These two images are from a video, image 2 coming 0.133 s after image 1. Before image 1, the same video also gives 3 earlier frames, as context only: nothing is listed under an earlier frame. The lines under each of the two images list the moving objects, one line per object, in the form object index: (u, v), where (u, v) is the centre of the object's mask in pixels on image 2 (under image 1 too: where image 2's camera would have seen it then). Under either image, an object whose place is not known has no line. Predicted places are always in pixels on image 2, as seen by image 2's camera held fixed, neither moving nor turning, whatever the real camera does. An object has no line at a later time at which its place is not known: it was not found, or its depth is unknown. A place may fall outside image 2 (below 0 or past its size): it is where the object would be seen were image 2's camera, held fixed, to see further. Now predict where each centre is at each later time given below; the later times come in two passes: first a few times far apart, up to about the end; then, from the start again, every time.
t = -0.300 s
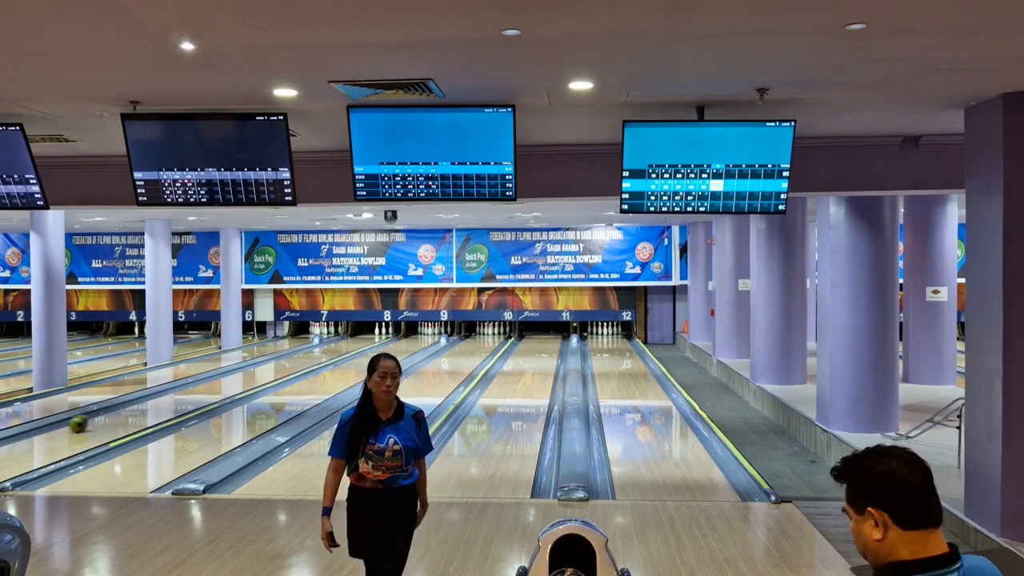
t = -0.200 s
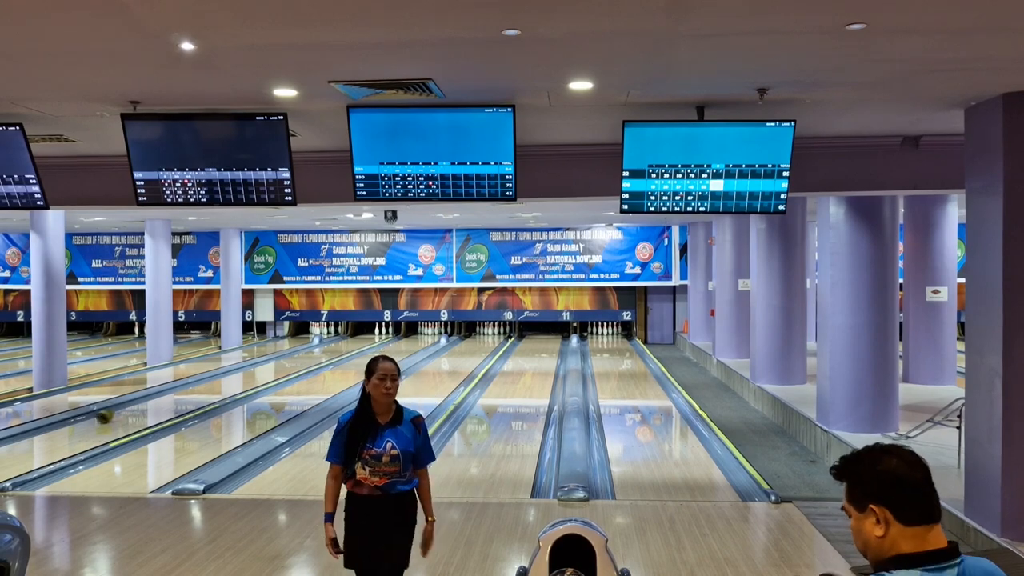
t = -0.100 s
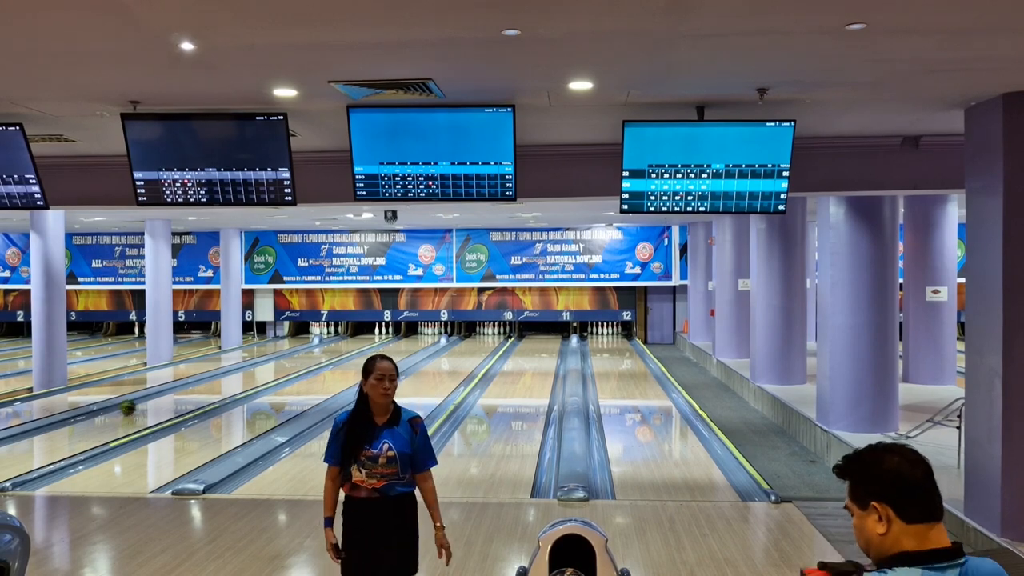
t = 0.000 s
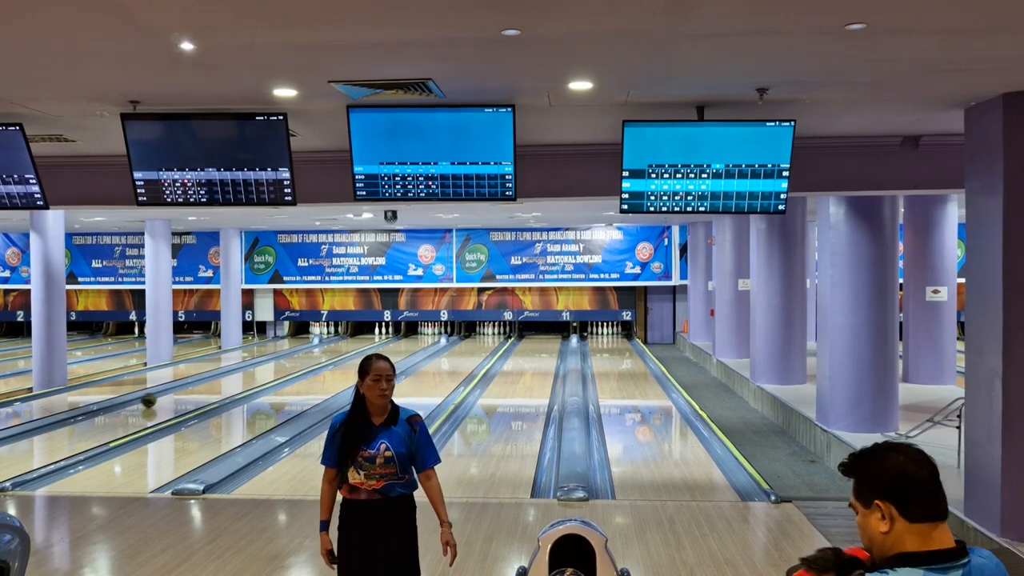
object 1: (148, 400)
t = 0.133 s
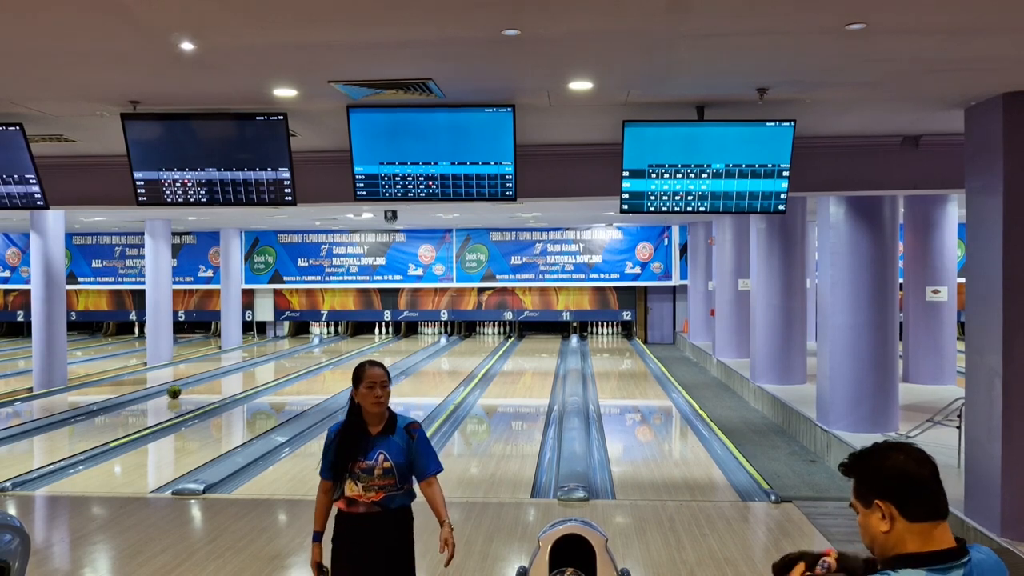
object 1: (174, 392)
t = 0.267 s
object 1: (195, 384)
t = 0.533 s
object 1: (233, 373)
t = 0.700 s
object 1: (250, 367)
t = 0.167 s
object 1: (179, 390)
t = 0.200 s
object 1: (185, 388)
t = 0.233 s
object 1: (190, 386)
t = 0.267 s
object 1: (195, 384)
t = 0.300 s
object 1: (201, 383)
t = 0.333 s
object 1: (206, 381)
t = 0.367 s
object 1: (210, 380)
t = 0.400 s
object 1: (215, 378)
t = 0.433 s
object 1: (219, 377)
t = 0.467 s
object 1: (224, 375)
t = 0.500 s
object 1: (228, 374)
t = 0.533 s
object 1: (233, 373)
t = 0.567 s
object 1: (237, 371)
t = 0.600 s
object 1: (241, 370)
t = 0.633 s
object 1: (245, 369)
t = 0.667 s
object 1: (247, 367)
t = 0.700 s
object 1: (250, 367)
